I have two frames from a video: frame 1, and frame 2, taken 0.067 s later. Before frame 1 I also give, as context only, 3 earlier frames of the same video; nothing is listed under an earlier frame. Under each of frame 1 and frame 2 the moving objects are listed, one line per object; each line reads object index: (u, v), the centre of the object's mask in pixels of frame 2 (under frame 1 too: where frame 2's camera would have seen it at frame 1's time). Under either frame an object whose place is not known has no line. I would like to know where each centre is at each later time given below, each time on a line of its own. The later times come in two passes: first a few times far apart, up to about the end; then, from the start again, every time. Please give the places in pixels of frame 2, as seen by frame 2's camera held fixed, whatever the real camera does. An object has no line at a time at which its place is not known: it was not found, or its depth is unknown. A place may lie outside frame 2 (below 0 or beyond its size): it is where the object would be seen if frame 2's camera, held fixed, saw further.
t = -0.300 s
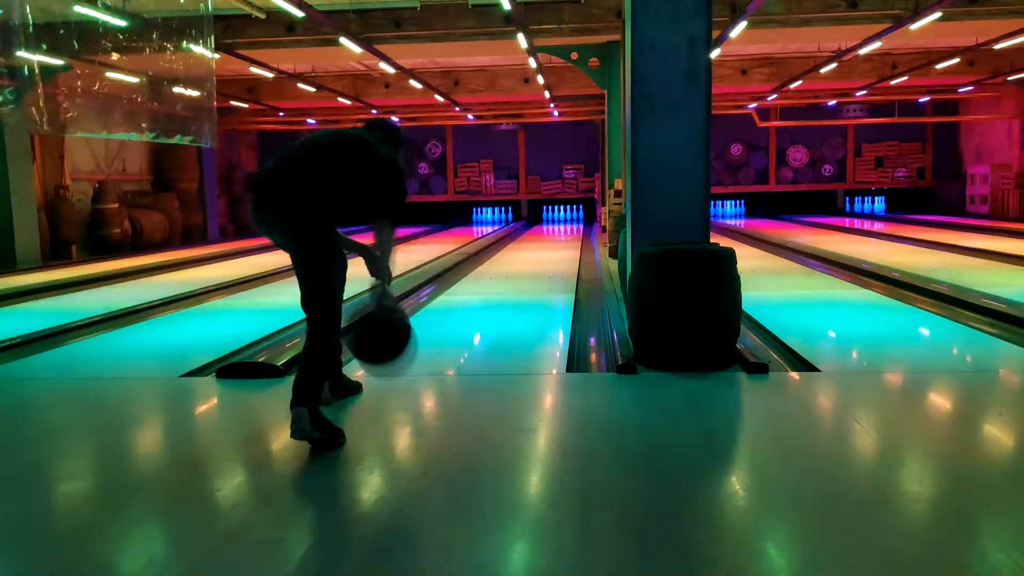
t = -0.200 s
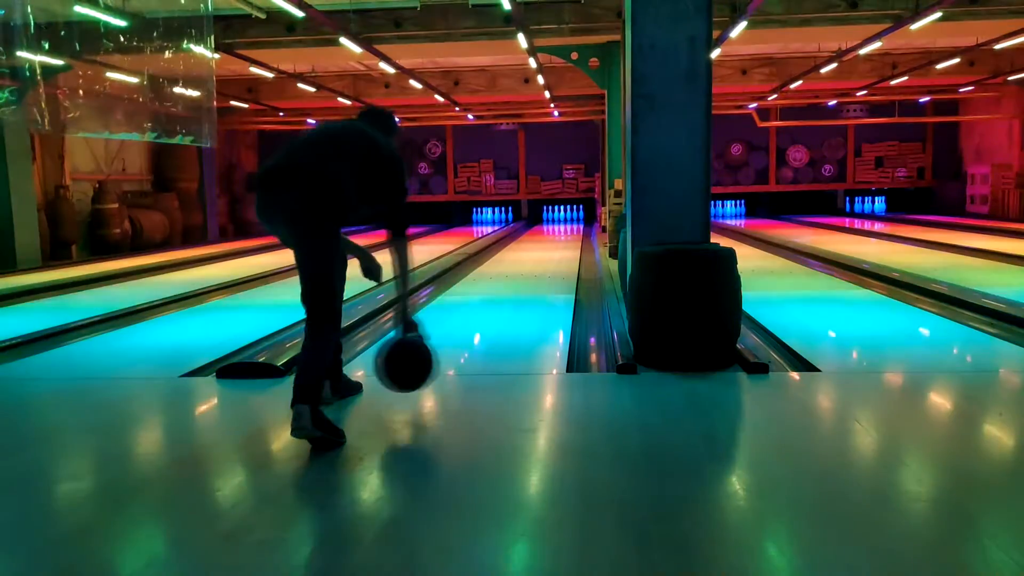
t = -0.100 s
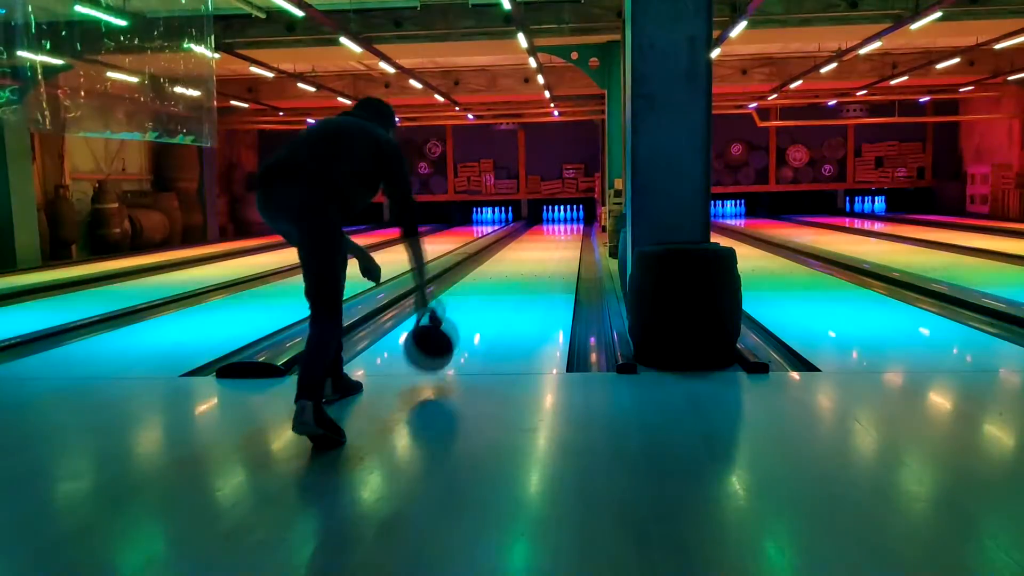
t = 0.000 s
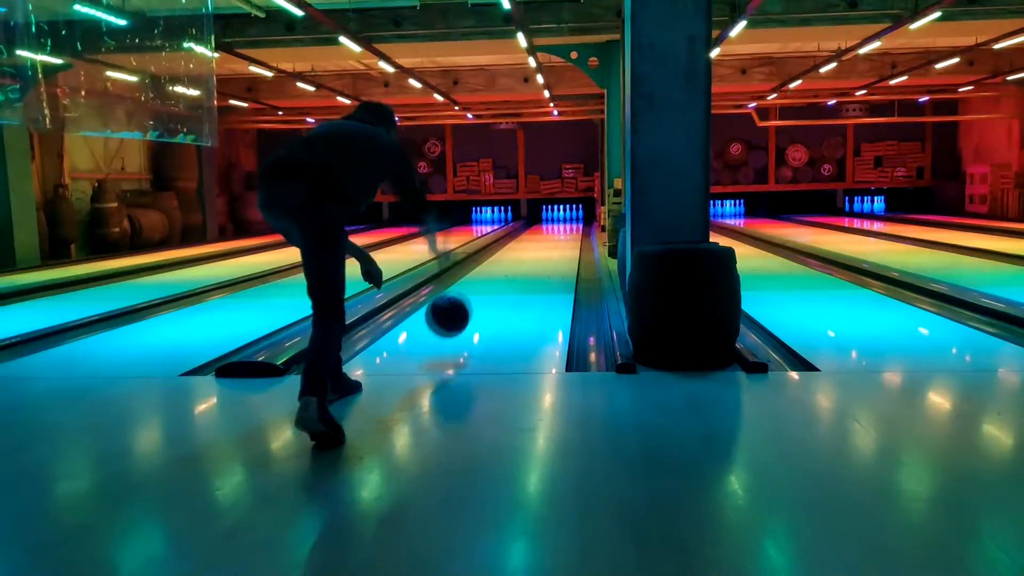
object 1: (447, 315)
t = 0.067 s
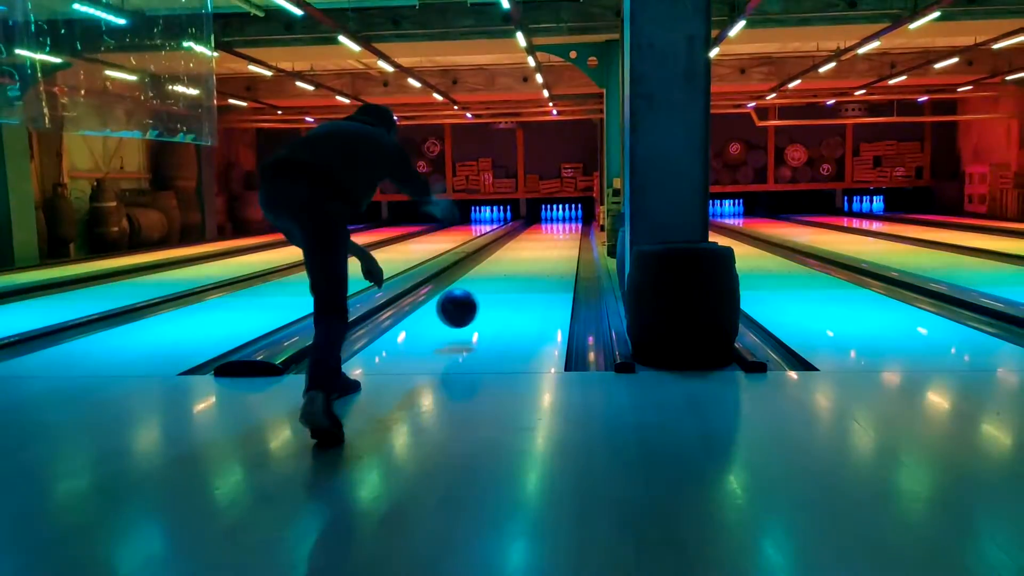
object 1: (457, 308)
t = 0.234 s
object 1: (476, 303)
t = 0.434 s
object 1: (490, 288)
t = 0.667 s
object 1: (502, 273)
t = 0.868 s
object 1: (510, 264)
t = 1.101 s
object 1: (516, 256)
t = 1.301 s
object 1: (520, 251)
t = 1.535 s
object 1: (524, 246)
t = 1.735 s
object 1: (527, 242)
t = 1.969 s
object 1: (530, 239)
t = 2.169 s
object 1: (533, 236)
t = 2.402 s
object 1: (536, 233)
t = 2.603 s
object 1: (539, 230)
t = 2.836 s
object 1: (541, 228)
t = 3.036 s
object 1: (543, 226)
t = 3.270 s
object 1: (545, 224)
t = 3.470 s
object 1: (547, 223)
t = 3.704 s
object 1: (549, 222)
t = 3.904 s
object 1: (551, 220)
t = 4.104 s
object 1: (552, 219)
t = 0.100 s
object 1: (461, 308)
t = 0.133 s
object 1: (466, 310)
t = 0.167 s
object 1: (469, 311)
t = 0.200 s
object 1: (473, 307)
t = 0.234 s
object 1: (476, 303)
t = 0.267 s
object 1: (479, 300)
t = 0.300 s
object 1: (482, 297)
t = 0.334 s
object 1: (485, 294)
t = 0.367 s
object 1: (487, 290)
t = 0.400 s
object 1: (489, 289)
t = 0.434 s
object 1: (490, 288)
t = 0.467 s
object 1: (492, 285)
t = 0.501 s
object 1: (494, 283)
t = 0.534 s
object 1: (496, 280)
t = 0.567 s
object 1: (498, 279)
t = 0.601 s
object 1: (499, 277)
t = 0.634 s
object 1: (501, 275)
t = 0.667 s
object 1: (502, 273)
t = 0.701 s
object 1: (504, 271)
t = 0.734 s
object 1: (505, 269)
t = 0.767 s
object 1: (506, 267)
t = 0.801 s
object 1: (508, 266)
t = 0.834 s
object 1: (509, 265)
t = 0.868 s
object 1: (510, 264)
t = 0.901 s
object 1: (511, 262)
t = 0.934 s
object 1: (512, 261)
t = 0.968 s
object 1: (513, 260)
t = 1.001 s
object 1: (514, 259)
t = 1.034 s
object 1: (514, 258)
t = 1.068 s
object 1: (515, 257)
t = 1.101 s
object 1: (516, 256)
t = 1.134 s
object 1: (517, 255)
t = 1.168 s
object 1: (517, 254)
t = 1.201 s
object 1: (518, 253)
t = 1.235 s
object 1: (519, 252)
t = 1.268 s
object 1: (519, 251)
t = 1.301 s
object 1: (520, 251)
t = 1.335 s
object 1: (521, 250)
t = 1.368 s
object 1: (521, 249)
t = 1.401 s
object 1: (522, 248)
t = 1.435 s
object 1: (523, 248)
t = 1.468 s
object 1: (523, 247)
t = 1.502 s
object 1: (524, 247)
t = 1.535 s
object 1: (524, 246)
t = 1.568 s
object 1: (525, 245)
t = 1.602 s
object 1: (525, 245)
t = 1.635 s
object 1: (526, 244)
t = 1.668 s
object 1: (526, 243)
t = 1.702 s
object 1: (527, 243)
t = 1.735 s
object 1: (527, 242)
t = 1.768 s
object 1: (528, 242)
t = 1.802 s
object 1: (528, 241)
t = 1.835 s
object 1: (529, 241)
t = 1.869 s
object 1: (529, 240)
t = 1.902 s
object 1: (529, 240)
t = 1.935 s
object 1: (530, 240)
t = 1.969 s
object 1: (530, 239)
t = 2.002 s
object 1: (531, 238)
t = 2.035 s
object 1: (531, 237)
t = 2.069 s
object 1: (532, 237)
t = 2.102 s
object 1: (532, 237)
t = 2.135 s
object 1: (533, 236)
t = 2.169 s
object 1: (533, 236)
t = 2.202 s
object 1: (533, 235)
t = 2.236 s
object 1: (534, 235)
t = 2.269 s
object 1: (534, 234)
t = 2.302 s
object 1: (535, 234)
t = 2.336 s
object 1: (535, 234)
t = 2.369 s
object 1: (536, 233)
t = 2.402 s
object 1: (536, 233)
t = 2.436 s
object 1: (536, 232)
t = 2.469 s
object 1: (537, 232)
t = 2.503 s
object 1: (537, 232)
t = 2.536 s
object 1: (537, 232)
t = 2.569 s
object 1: (538, 231)
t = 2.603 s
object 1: (539, 230)
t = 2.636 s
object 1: (539, 230)
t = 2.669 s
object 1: (539, 230)
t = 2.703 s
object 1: (540, 229)
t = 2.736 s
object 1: (540, 229)
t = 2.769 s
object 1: (540, 229)
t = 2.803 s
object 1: (541, 228)
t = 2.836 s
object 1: (541, 228)
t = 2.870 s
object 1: (542, 228)
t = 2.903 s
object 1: (542, 228)
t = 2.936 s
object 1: (542, 227)
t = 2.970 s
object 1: (543, 227)
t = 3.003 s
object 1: (543, 226)
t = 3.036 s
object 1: (543, 226)
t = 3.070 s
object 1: (544, 226)
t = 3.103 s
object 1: (544, 226)
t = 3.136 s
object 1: (544, 225)
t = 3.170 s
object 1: (545, 225)
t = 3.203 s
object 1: (545, 225)
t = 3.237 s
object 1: (545, 225)
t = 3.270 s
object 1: (545, 224)
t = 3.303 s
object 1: (546, 224)
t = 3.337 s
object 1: (546, 224)
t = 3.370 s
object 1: (546, 224)
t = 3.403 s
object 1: (546, 224)
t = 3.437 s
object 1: (546, 223)
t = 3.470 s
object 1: (547, 223)
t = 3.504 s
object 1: (547, 223)
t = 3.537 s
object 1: (547, 223)
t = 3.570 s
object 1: (548, 223)
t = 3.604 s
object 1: (548, 223)
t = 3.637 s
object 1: (548, 223)
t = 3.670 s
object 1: (548, 223)
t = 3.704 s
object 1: (549, 222)
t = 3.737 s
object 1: (550, 221)
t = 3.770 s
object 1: (549, 221)
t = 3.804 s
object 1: (550, 221)
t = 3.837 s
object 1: (550, 220)
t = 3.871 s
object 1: (550, 220)
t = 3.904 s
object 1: (551, 220)
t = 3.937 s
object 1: (551, 220)
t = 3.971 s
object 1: (551, 220)
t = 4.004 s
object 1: (551, 220)
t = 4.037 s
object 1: (552, 220)
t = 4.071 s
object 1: (552, 220)
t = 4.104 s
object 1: (552, 219)
